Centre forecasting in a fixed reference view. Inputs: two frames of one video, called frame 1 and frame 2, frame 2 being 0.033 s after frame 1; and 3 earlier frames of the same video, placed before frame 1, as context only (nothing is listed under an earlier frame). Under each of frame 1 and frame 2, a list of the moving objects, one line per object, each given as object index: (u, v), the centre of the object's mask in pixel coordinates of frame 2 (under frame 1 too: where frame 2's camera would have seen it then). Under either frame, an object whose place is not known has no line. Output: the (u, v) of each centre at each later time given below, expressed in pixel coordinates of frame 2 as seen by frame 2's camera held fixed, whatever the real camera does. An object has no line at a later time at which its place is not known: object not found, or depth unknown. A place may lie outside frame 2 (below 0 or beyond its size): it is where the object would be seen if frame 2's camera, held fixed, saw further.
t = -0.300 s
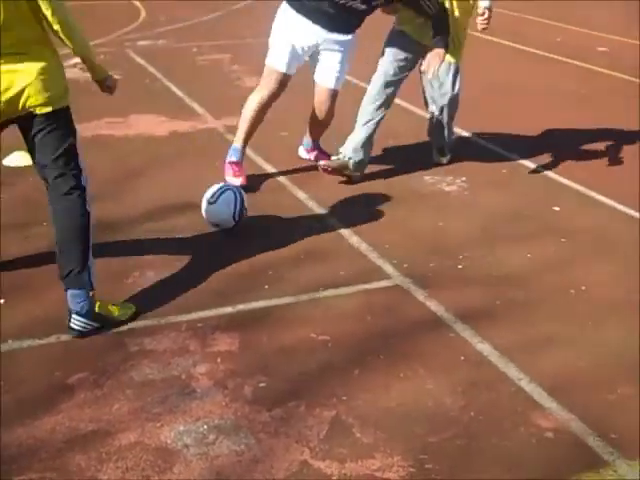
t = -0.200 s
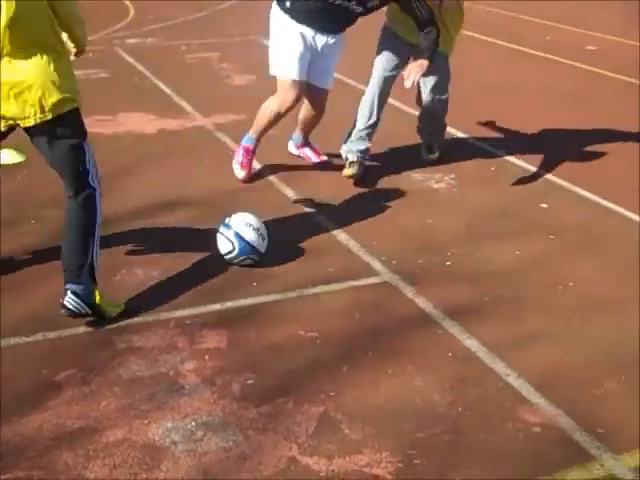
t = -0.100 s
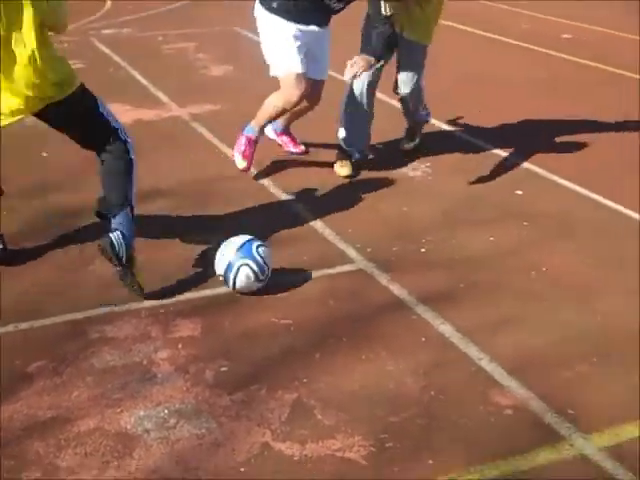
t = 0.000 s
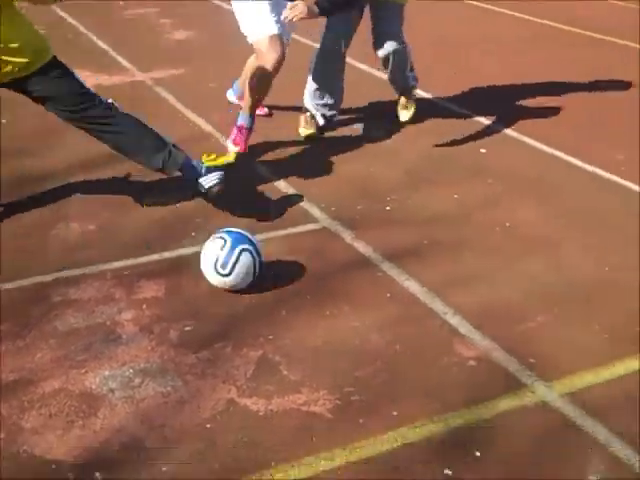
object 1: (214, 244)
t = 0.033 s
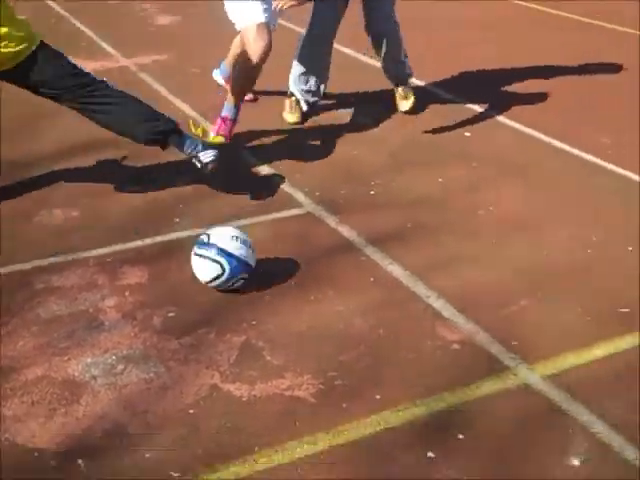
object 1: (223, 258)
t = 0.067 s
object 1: (232, 272)
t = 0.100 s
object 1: (242, 286)
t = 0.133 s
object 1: (252, 302)
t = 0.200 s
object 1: (274, 336)
